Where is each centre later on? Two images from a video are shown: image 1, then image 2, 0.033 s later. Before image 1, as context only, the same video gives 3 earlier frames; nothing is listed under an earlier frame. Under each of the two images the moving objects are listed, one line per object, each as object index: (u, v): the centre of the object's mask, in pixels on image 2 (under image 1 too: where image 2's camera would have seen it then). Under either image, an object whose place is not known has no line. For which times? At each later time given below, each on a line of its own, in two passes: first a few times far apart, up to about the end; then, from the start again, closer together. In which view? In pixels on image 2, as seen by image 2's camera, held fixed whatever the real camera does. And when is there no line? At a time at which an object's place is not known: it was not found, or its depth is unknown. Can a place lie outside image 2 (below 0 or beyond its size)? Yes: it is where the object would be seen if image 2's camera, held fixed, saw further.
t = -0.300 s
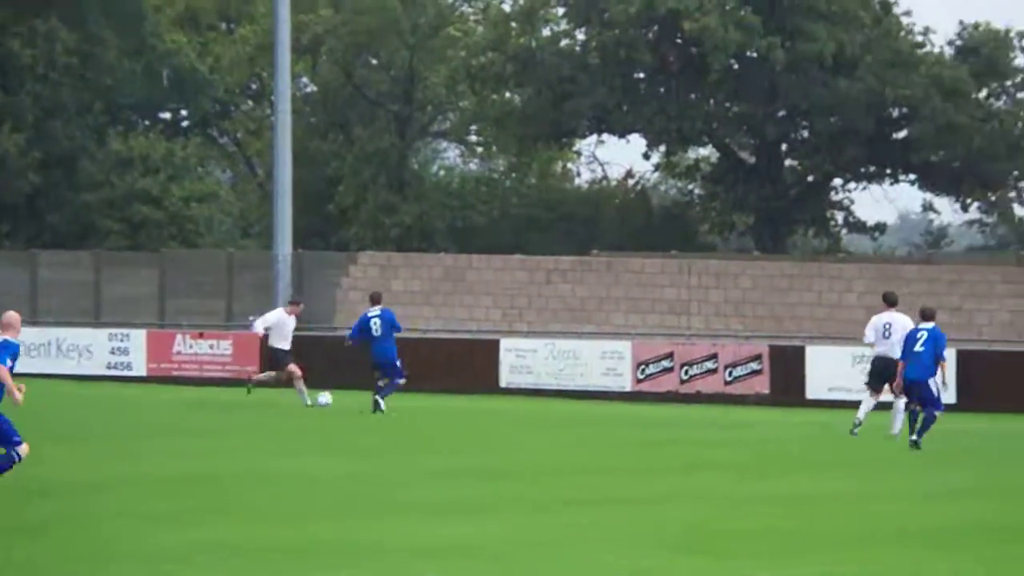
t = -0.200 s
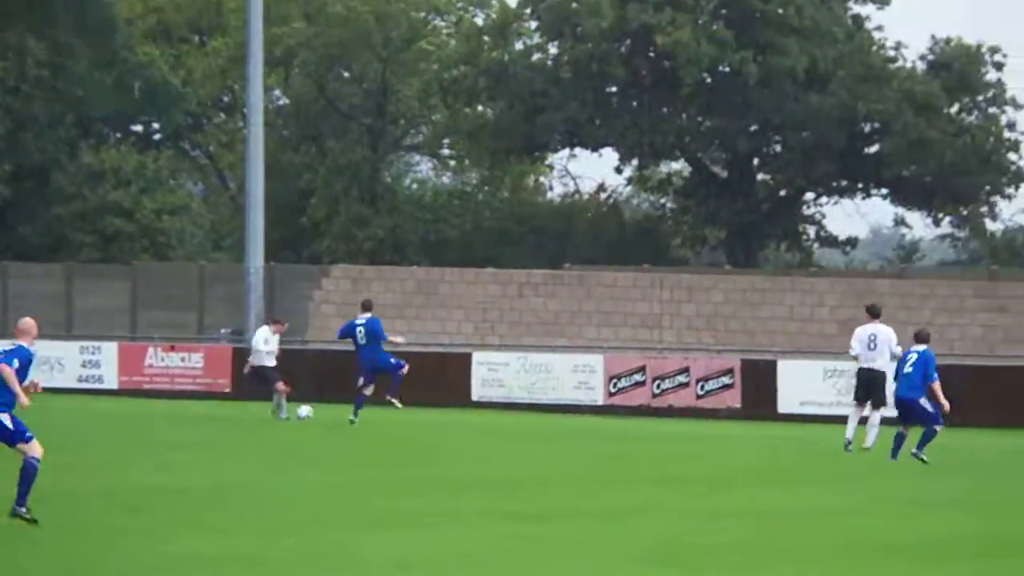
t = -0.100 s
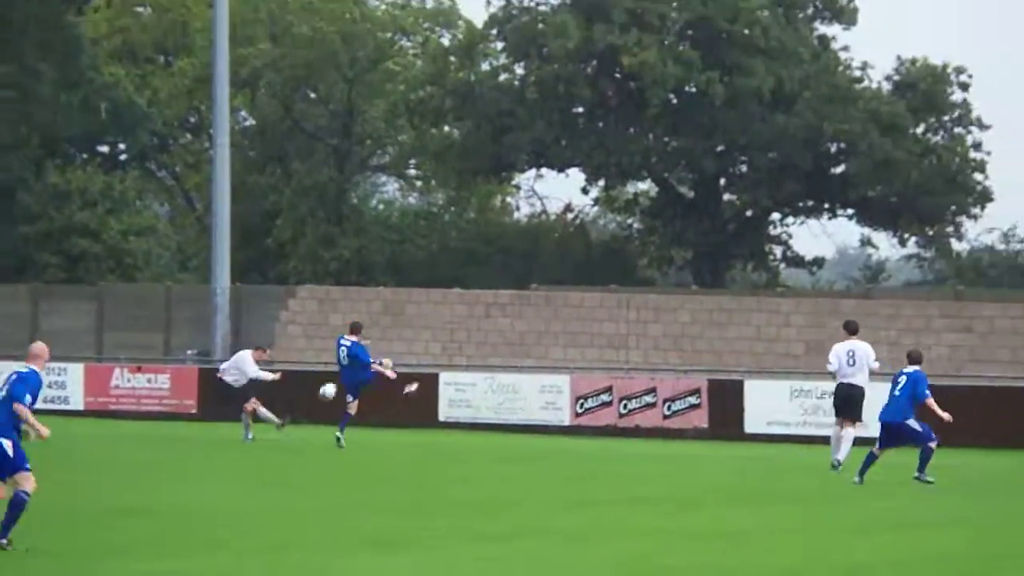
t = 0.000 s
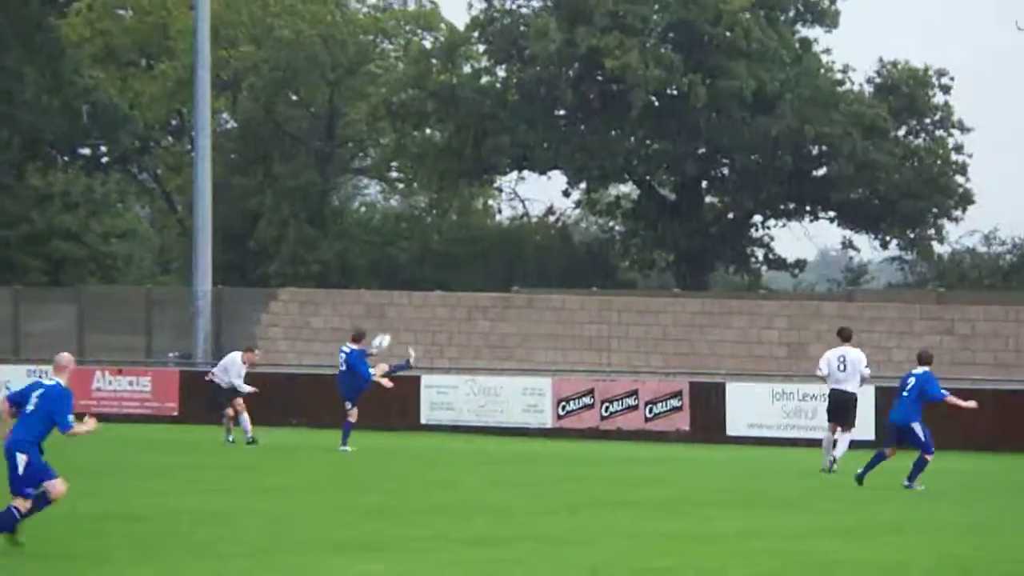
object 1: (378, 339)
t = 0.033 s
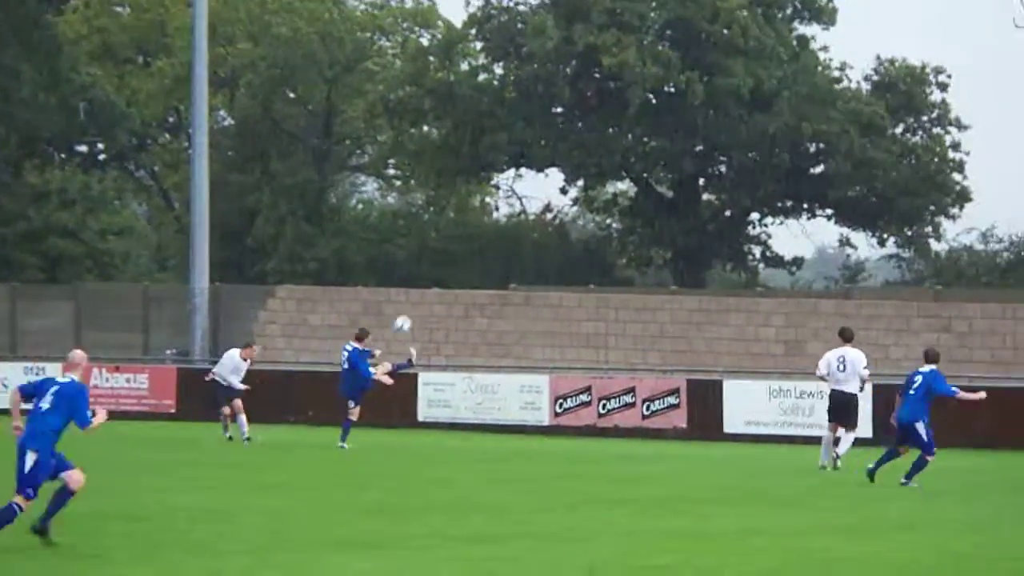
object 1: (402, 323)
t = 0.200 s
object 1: (517, 253)
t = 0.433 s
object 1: (670, 179)
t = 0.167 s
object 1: (494, 266)
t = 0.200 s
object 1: (517, 253)
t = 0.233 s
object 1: (539, 240)
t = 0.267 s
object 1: (562, 228)
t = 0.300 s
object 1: (584, 216)
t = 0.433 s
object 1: (670, 179)
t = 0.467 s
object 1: (692, 170)
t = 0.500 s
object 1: (713, 164)
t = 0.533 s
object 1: (734, 156)
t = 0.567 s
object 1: (754, 151)
